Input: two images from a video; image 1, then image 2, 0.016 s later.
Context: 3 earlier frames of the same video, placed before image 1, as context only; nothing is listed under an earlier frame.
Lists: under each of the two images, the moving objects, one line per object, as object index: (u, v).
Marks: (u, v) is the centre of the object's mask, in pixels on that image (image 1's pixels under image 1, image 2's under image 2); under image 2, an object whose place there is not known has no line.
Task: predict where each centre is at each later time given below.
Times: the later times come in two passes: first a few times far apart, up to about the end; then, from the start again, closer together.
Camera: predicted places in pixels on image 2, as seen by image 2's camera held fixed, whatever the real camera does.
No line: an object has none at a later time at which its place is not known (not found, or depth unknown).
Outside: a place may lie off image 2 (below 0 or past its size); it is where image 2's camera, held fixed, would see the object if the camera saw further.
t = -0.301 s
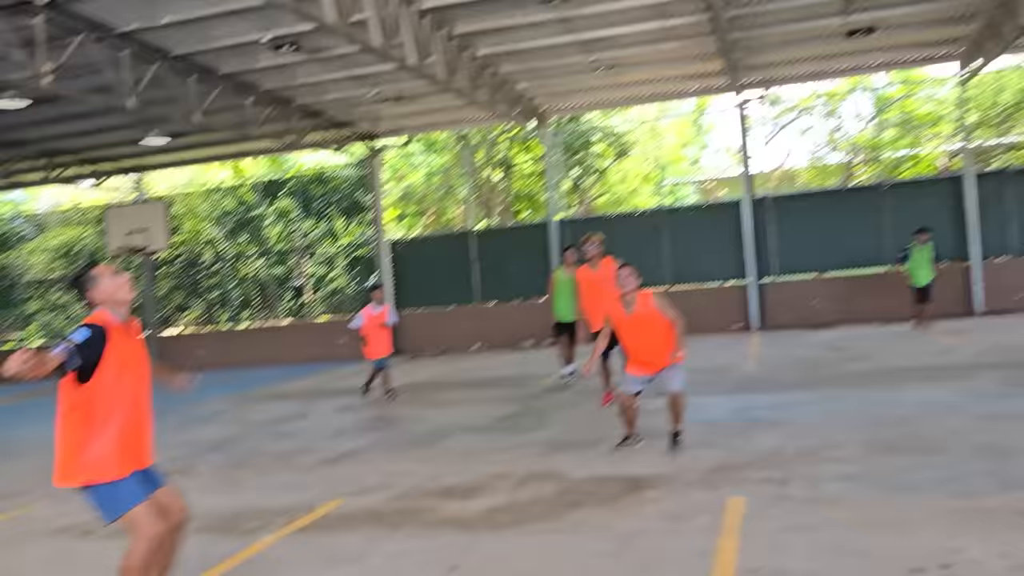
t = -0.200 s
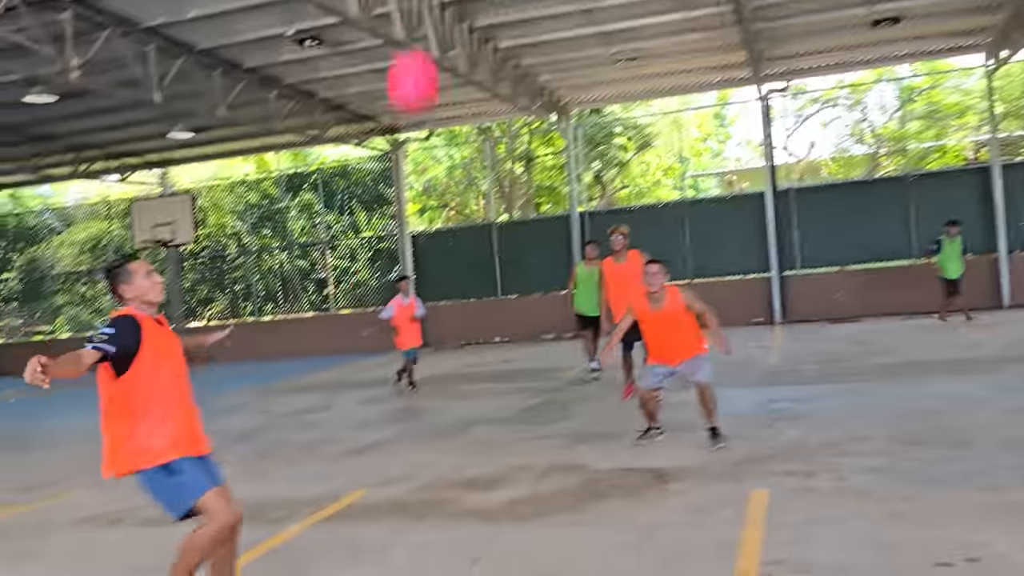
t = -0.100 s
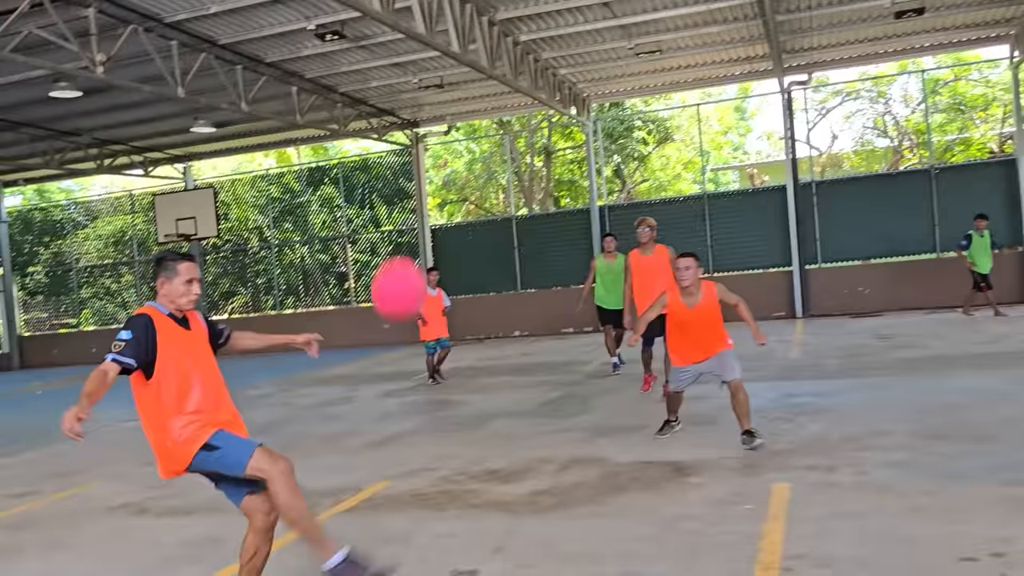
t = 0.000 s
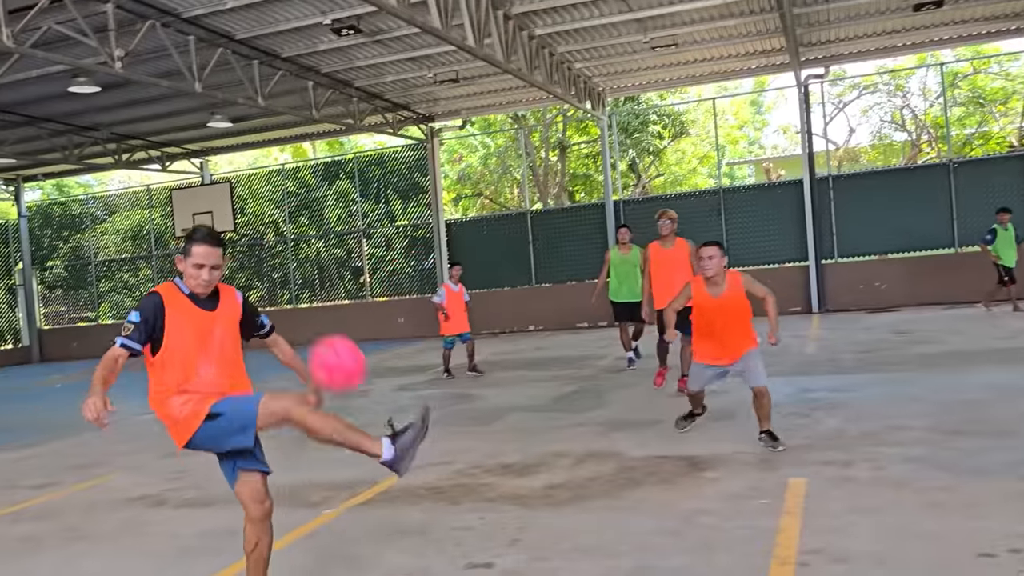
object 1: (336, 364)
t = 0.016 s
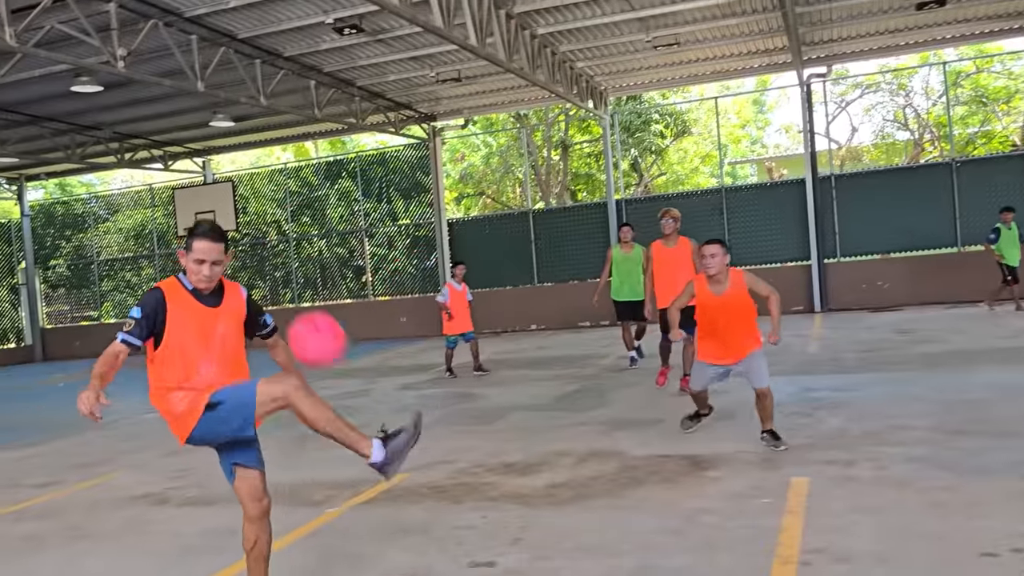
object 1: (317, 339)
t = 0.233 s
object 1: (348, 109)
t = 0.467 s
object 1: (421, 21)
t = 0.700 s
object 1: (478, 31)
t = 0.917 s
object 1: (525, 114)
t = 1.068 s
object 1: (556, 198)
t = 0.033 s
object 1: (296, 317)
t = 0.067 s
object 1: (286, 272)
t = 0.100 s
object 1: (298, 232)
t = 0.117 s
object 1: (304, 214)
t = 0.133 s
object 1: (311, 196)
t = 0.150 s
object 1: (318, 180)
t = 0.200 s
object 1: (336, 133)
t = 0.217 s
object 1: (342, 120)
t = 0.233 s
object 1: (348, 109)
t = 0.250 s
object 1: (355, 98)
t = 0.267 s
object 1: (360, 87)
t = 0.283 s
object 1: (365, 77)
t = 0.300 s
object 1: (370, 69)
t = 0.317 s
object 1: (375, 61)
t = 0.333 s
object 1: (382, 54)
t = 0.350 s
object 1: (387, 46)
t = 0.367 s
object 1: (392, 40)
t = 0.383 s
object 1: (396, 34)
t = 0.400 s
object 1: (401, 30)
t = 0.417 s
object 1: (406, 27)
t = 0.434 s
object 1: (411, 25)
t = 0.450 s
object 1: (417, 22)
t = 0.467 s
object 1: (421, 21)
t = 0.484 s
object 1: (425, 20)
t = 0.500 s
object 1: (429, 20)
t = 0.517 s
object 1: (434, 19)
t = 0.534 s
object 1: (438, 19)
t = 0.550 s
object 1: (444, 19)
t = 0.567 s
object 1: (448, 19)
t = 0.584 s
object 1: (451, 20)
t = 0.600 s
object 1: (454, 20)
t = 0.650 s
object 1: (468, 24)
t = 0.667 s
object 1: (472, 26)
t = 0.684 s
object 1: (475, 28)
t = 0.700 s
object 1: (478, 31)
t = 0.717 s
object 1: (482, 37)
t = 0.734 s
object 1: (487, 42)
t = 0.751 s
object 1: (491, 46)
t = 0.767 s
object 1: (495, 51)
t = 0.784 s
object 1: (497, 57)
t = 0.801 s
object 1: (501, 63)
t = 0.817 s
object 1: (505, 70)
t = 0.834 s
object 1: (509, 76)
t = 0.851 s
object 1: (513, 83)
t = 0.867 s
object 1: (517, 89)
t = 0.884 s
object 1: (519, 97)
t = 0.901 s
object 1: (522, 105)
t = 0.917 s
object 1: (525, 114)
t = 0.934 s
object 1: (529, 122)
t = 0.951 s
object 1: (533, 131)
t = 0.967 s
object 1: (536, 139)
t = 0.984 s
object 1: (539, 149)
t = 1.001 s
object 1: (542, 158)
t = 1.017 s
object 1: (546, 168)
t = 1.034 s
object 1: (550, 178)
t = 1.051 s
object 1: (553, 188)
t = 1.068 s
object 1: (556, 198)
